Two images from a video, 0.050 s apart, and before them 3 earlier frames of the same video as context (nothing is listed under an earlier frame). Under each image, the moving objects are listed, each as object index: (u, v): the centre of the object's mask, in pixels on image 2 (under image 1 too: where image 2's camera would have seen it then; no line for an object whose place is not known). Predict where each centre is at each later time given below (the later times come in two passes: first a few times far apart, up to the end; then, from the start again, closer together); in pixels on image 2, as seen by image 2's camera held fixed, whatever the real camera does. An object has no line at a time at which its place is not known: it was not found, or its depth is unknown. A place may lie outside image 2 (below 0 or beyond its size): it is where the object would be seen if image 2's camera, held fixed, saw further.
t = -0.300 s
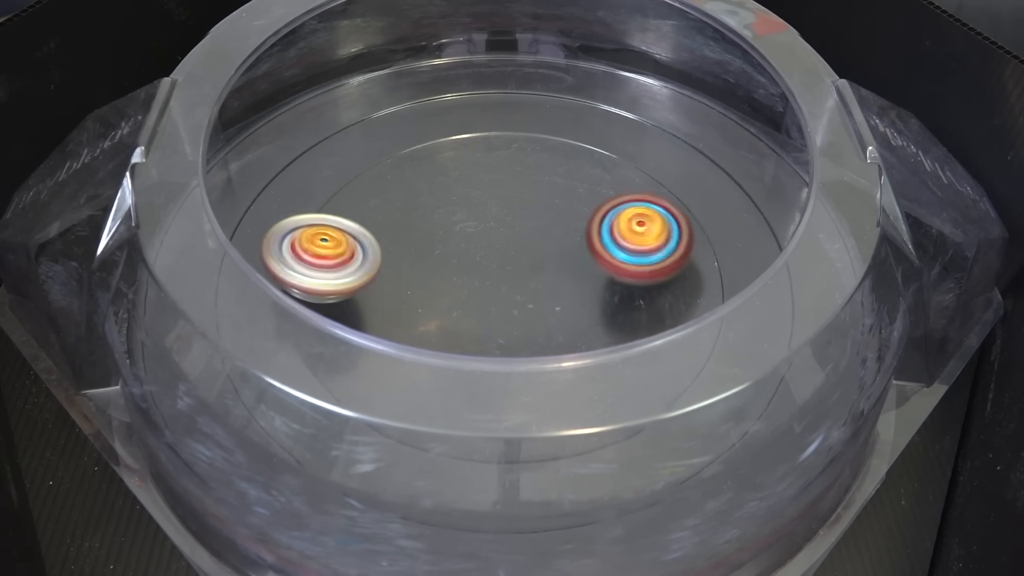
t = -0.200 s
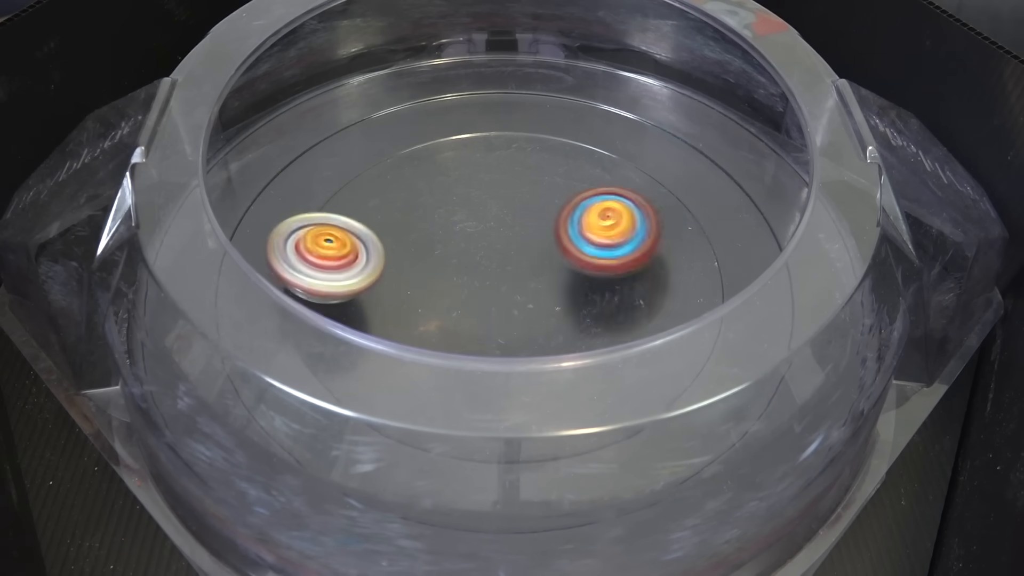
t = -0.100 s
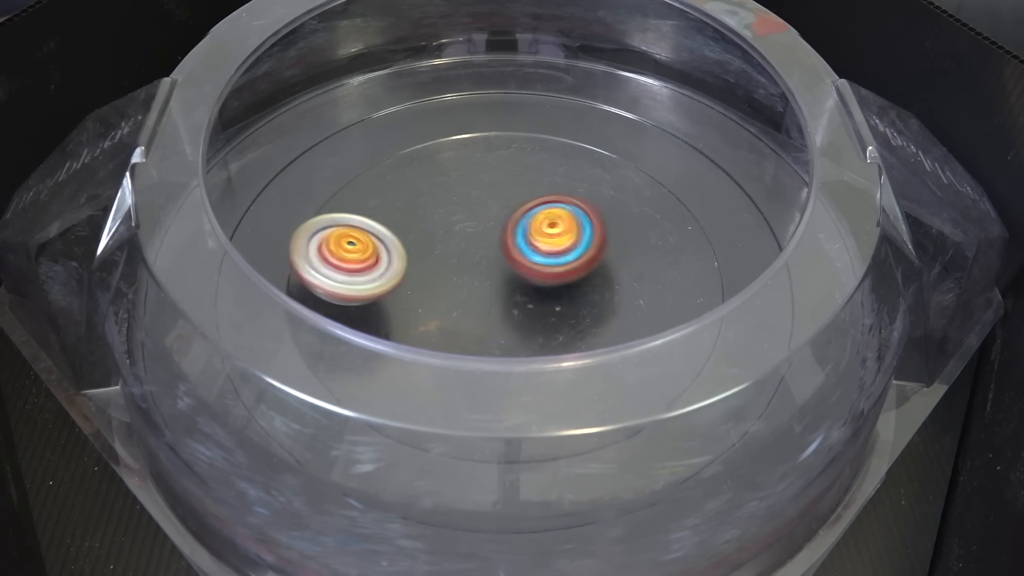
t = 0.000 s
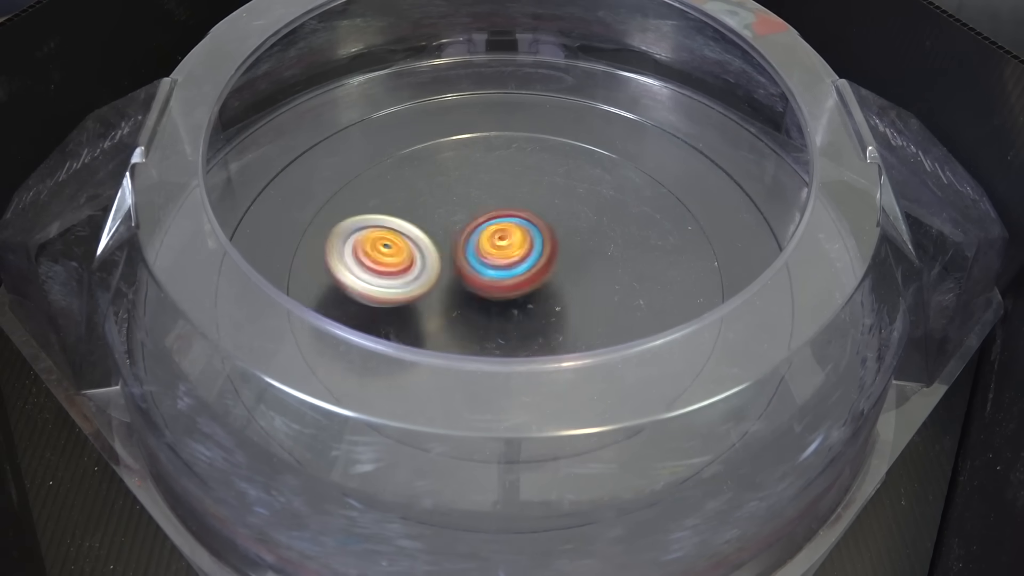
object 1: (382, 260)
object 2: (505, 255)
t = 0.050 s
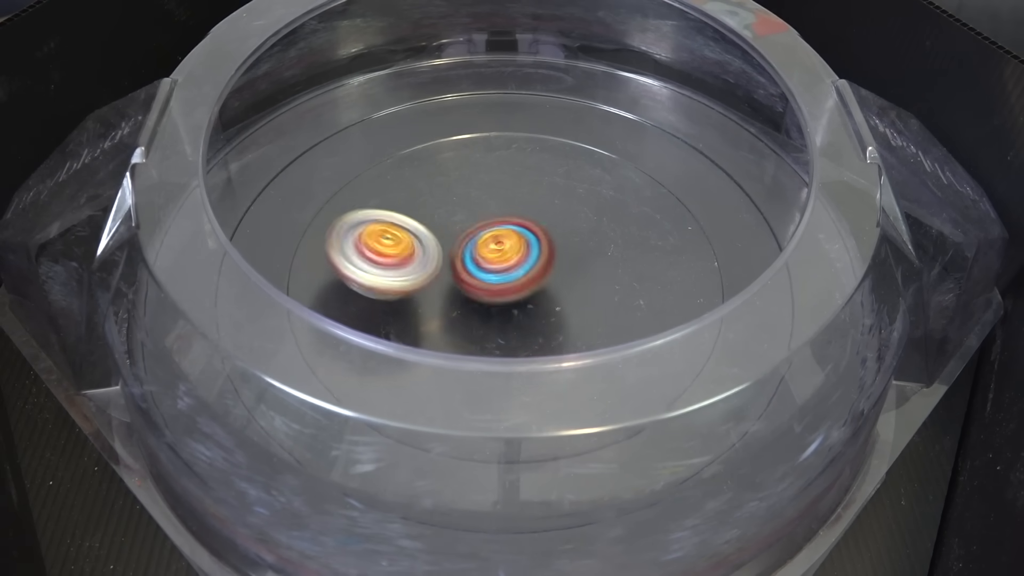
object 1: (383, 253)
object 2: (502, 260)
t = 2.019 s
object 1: (731, 196)
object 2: (459, 278)
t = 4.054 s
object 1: (546, 294)
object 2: (479, 217)
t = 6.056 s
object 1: (401, 291)
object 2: (503, 187)
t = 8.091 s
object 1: (386, 335)
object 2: (625, 190)
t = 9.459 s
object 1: (494, 292)
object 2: (412, 234)
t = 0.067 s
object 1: (375, 251)
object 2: (510, 264)
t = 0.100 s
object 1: (366, 245)
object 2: (521, 271)
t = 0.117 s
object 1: (364, 242)
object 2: (525, 273)
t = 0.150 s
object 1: (362, 239)
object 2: (531, 279)
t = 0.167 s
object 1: (362, 238)
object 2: (532, 280)
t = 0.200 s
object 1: (364, 236)
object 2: (534, 284)
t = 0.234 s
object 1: (367, 234)
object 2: (534, 286)
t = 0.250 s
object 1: (369, 234)
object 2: (534, 288)
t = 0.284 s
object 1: (374, 233)
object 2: (532, 290)
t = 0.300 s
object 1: (377, 232)
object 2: (531, 290)
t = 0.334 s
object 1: (384, 231)
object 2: (528, 290)
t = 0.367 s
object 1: (391, 231)
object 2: (525, 288)
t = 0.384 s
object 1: (395, 231)
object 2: (524, 288)
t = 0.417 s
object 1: (404, 230)
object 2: (522, 283)
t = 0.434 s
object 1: (409, 231)
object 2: (521, 281)
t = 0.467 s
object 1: (418, 231)
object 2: (521, 277)
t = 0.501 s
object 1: (427, 229)
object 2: (526, 273)
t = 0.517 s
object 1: (425, 225)
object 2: (533, 275)
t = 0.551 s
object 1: (423, 216)
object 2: (545, 278)
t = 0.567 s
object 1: (423, 213)
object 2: (548, 279)
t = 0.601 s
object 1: (425, 208)
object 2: (555, 281)
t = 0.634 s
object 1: (428, 206)
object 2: (557, 283)
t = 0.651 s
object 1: (430, 204)
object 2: (558, 283)
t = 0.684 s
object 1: (435, 203)
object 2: (557, 284)
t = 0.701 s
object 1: (438, 203)
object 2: (556, 284)
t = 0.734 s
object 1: (443, 202)
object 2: (552, 285)
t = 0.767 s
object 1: (449, 202)
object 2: (546, 285)
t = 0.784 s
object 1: (452, 203)
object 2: (542, 285)
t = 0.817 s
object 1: (458, 205)
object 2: (534, 285)
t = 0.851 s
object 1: (464, 207)
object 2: (527, 284)
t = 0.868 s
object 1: (466, 208)
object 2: (524, 284)
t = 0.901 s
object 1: (470, 202)
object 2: (521, 288)
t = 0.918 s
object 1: (471, 200)
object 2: (520, 290)
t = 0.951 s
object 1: (476, 197)
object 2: (517, 291)
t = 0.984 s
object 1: (480, 195)
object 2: (514, 292)
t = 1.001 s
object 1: (483, 194)
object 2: (513, 292)
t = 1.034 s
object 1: (487, 194)
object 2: (511, 292)
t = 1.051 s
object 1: (490, 195)
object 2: (510, 291)
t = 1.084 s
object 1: (495, 195)
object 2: (508, 290)
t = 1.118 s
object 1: (499, 196)
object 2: (507, 287)
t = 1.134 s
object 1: (502, 197)
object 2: (506, 286)
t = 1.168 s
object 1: (508, 195)
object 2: (504, 286)
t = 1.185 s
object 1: (511, 194)
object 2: (503, 286)
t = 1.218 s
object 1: (517, 193)
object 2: (501, 286)
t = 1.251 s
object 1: (522, 192)
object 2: (500, 285)
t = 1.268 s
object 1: (524, 192)
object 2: (499, 284)
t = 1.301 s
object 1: (528, 193)
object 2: (499, 283)
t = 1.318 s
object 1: (530, 193)
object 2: (500, 283)
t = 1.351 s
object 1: (534, 195)
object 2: (500, 281)
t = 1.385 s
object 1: (538, 195)
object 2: (498, 282)
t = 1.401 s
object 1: (543, 191)
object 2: (494, 284)
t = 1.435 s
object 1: (551, 187)
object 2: (489, 288)
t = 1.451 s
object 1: (554, 185)
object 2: (488, 289)
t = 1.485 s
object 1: (559, 184)
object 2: (486, 290)
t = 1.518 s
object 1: (564, 183)
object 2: (486, 290)
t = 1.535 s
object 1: (567, 183)
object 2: (487, 290)
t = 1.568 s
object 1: (571, 184)
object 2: (488, 287)
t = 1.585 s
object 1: (573, 185)
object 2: (489, 286)
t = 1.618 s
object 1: (576, 188)
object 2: (491, 282)
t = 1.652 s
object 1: (578, 192)
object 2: (492, 279)
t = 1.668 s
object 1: (579, 194)
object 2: (494, 277)
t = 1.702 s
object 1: (580, 200)
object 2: (496, 274)
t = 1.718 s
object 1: (580, 203)
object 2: (497, 272)
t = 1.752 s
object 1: (584, 209)
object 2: (495, 270)
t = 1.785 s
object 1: (608, 202)
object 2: (473, 274)
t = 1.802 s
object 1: (622, 200)
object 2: (465, 275)
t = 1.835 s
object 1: (644, 197)
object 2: (452, 277)
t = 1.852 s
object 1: (656, 194)
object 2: (448, 278)
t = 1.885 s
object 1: (676, 192)
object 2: (446, 278)
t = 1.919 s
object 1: (691, 189)
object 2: (447, 279)
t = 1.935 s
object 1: (697, 189)
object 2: (448, 279)
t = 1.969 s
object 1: (709, 191)
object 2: (452, 279)
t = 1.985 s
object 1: (716, 192)
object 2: (454, 279)
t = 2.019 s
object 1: (731, 196)
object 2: (459, 278)
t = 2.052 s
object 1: (746, 202)
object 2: (464, 277)
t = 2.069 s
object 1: (753, 205)
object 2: (467, 277)
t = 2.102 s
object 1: (761, 210)
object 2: (471, 275)
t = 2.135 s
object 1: (775, 220)
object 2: (477, 274)
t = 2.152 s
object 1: (775, 226)
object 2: (480, 273)
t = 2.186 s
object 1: (769, 235)
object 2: (485, 272)
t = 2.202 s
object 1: (767, 240)
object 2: (488, 271)
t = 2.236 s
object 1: (765, 251)
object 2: (493, 270)
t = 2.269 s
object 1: (766, 262)
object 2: (498, 269)
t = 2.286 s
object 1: (768, 268)
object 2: (501, 268)
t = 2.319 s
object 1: (773, 283)
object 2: (505, 266)
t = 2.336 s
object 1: (777, 291)
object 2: (507, 266)
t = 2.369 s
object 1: (793, 314)
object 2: (512, 263)
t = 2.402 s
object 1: (791, 323)
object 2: (516, 262)
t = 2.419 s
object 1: (787, 329)
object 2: (518, 261)
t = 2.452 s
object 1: (774, 340)
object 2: (521, 259)
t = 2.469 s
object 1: (767, 344)
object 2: (523, 259)
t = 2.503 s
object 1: (756, 353)
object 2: (526, 257)
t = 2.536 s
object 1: (746, 363)
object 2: (529, 256)
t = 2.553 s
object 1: (741, 368)
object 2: (531, 256)
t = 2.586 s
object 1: (735, 381)
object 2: (533, 255)
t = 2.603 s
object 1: (733, 388)
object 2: (535, 254)
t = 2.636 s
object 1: (731, 404)
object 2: (537, 254)
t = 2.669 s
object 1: (722, 415)
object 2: (539, 253)
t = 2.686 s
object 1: (714, 419)
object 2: (540, 253)
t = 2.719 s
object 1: (699, 421)
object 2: (541, 253)
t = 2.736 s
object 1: (693, 423)
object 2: (542, 253)
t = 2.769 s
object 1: (680, 430)
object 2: (543, 254)
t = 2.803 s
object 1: (669, 437)
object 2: (543, 254)
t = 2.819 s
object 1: (664, 441)
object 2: (543, 255)
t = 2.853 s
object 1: (657, 450)
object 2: (542, 257)
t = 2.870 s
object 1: (654, 454)
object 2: (542, 257)
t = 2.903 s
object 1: (646, 457)
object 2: (542, 258)
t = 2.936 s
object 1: (638, 459)
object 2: (541, 260)
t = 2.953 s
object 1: (634, 458)
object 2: (541, 260)
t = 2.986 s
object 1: (628, 459)
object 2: (540, 262)
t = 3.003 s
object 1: (626, 460)
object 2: (539, 263)
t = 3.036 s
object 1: (620, 465)
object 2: (538, 264)
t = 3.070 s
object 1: (615, 467)
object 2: (538, 266)
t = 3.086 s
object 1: (612, 468)
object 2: (537, 267)
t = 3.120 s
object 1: (607, 470)
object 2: (535, 269)
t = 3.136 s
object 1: (604, 470)
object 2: (535, 270)
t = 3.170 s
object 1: (598, 471)
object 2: (533, 271)
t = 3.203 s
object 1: (592, 471)
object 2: (531, 273)
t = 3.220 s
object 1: (589, 471)
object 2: (530, 274)
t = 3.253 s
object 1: (581, 471)
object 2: (528, 276)
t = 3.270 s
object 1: (577, 470)
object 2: (526, 277)
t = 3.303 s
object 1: (569, 469)
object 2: (524, 278)
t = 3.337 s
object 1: (562, 467)
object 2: (522, 279)
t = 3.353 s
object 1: (557, 466)
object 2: (521, 280)
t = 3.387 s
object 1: (550, 463)
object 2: (518, 281)
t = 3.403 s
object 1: (546, 461)
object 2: (517, 282)
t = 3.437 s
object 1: (538, 457)
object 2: (515, 283)
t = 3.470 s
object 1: (531, 454)
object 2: (512, 284)
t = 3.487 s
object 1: (529, 452)
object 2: (511, 284)
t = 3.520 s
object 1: (523, 446)
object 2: (509, 285)
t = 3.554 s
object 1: (516, 442)
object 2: (506, 285)
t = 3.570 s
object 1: (513, 438)
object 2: (505, 285)
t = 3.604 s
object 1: (508, 432)
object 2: (503, 286)
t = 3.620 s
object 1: (505, 429)
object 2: (501, 286)
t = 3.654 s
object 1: (502, 421)
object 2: (499, 286)
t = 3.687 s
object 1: (503, 408)
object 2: (496, 286)
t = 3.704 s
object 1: (507, 407)
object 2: (495, 286)
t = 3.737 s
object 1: (511, 381)
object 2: (492, 286)
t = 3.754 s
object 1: (514, 372)
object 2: (491, 285)
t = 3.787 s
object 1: (519, 352)
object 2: (487, 279)
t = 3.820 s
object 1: (523, 349)
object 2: (488, 269)
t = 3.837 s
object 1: (525, 346)
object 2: (487, 264)
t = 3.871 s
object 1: (531, 335)
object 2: (489, 253)
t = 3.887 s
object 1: (533, 324)
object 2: (490, 249)
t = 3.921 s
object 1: (538, 317)
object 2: (491, 242)
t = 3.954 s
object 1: (542, 309)
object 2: (491, 236)
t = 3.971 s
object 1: (544, 307)
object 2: (490, 231)
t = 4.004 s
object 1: (546, 302)
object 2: (487, 223)
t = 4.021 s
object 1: (546, 299)
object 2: (484, 221)
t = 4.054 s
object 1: (546, 294)
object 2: (479, 217)
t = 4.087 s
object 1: (545, 289)
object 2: (473, 215)
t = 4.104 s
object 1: (544, 287)
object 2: (471, 214)
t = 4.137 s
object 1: (542, 282)
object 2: (467, 214)
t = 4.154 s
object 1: (541, 279)
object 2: (465, 214)
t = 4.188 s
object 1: (540, 275)
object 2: (462, 213)
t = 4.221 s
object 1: (539, 272)
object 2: (459, 212)
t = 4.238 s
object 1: (539, 270)
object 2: (458, 212)
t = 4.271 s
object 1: (539, 268)
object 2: (456, 211)
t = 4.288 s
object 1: (538, 266)
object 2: (455, 211)
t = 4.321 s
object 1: (544, 269)
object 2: (449, 207)
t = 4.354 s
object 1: (548, 272)
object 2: (444, 202)
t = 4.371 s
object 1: (548, 272)
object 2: (443, 202)
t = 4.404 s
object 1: (549, 272)
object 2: (442, 201)
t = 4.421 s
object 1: (550, 271)
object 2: (442, 201)
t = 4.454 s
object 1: (551, 270)
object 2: (443, 202)
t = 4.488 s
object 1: (551, 268)
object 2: (445, 204)
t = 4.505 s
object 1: (551, 268)
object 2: (446, 206)
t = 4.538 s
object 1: (550, 266)
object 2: (450, 209)
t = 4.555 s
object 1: (550, 265)
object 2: (452, 210)
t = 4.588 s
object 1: (549, 264)
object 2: (456, 214)
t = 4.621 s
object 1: (550, 265)
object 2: (459, 216)
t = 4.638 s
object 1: (552, 266)
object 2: (459, 217)
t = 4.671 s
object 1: (554, 268)
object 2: (461, 219)
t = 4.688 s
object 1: (554, 269)
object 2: (462, 221)
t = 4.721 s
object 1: (556, 270)
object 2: (464, 223)
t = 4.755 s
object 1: (558, 271)
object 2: (467, 225)
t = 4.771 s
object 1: (562, 275)
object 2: (465, 223)
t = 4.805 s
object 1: (571, 283)
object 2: (460, 218)
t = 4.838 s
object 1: (575, 287)
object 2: (459, 218)
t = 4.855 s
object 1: (575, 288)
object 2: (460, 219)
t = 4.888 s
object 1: (575, 290)
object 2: (463, 222)
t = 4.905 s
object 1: (574, 290)
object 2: (464, 224)
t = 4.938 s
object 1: (572, 291)
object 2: (467, 229)
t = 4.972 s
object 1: (570, 291)
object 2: (471, 234)
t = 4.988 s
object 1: (567, 291)
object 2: (474, 236)
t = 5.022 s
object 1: (563, 292)
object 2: (478, 241)
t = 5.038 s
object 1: (567, 297)
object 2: (476, 238)
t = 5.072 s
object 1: (576, 306)
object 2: (467, 229)
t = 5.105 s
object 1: (582, 312)
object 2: (463, 223)
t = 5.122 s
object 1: (583, 314)
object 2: (462, 222)
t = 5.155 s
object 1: (584, 317)
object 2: (462, 224)
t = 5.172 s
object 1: (582, 319)
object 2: (462, 226)
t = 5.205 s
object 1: (580, 321)
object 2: (464, 230)
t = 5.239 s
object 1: (575, 323)
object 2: (466, 234)
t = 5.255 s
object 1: (572, 324)
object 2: (467, 237)
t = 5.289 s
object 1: (567, 324)
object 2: (470, 242)
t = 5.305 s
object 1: (563, 325)
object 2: (472, 244)
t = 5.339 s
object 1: (557, 325)
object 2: (475, 248)
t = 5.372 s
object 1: (550, 323)
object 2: (478, 252)
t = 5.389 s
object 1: (547, 322)
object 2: (480, 254)
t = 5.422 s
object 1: (540, 321)
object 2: (481, 257)
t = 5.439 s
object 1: (541, 323)
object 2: (480, 254)
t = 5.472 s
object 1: (539, 325)
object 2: (478, 245)
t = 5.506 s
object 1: (536, 325)
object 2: (478, 241)
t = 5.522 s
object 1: (534, 326)
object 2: (478, 241)
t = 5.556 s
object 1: (528, 324)
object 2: (478, 242)
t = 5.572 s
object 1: (526, 323)
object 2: (478, 243)
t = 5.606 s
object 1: (518, 321)
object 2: (478, 246)
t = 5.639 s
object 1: (509, 321)
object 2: (481, 243)
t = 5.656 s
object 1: (505, 326)
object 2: (481, 232)
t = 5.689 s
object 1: (487, 332)
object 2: (487, 211)
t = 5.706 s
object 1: (483, 333)
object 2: (489, 202)
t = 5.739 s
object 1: (462, 348)
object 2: (493, 190)
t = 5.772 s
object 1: (447, 351)
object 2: (497, 183)
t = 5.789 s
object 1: (439, 352)
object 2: (499, 181)
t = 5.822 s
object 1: (429, 349)
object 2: (499, 178)
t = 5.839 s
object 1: (423, 347)
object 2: (499, 178)
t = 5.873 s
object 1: (416, 341)
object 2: (499, 177)
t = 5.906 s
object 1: (410, 333)
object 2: (498, 177)
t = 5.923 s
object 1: (409, 320)
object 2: (499, 178)
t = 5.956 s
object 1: (404, 315)
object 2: (500, 179)
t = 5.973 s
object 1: (403, 311)
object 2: (500, 180)
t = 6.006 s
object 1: (401, 305)
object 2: (501, 183)
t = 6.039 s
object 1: (401, 297)
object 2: (503, 186)
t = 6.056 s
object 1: (401, 291)
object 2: (503, 187)
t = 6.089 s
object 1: (403, 280)
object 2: (504, 191)
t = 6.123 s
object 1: (406, 268)
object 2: (506, 196)
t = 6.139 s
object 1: (409, 262)
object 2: (506, 198)
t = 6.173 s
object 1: (412, 250)
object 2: (507, 204)
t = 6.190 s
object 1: (415, 244)
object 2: (507, 206)
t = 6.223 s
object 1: (411, 234)
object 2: (516, 209)
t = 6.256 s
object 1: (406, 225)
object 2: (527, 213)
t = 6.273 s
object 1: (404, 219)
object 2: (530, 215)
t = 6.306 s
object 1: (402, 210)
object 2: (535, 221)
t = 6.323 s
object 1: (402, 206)
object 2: (536, 224)
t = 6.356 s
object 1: (403, 199)
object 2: (536, 231)
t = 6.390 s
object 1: (406, 193)
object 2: (536, 237)
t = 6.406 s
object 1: (408, 191)
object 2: (536, 240)
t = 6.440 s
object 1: (413, 188)
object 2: (535, 249)
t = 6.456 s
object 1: (417, 187)
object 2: (536, 254)
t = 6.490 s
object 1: (424, 187)
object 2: (535, 264)
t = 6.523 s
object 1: (432, 187)
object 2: (535, 276)
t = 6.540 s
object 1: (436, 189)
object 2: (535, 281)
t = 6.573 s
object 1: (445, 191)
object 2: (534, 292)
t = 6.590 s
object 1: (450, 193)
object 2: (534, 298)
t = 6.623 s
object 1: (460, 197)
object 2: (535, 308)
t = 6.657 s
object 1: (470, 200)
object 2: (536, 316)
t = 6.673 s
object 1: (477, 203)
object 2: (537, 318)
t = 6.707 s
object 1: (488, 208)
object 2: (539, 322)
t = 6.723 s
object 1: (497, 211)
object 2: (540, 323)
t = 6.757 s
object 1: (509, 217)
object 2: (540, 325)
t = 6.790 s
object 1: (523, 222)
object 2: (539, 326)
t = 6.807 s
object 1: (531, 225)
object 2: (538, 326)
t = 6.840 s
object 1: (544, 230)
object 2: (536, 326)
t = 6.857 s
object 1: (552, 232)
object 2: (535, 327)
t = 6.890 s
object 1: (565, 237)
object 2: (532, 326)
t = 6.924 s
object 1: (576, 239)
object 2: (530, 325)
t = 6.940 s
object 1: (583, 240)
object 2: (527, 324)
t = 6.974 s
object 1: (593, 242)
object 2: (525, 323)
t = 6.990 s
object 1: (598, 242)
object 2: (522, 322)
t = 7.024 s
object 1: (606, 244)
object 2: (519, 319)
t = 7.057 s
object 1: (613, 245)
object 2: (515, 315)
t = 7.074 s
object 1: (614, 246)
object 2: (513, 313)
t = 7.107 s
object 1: (616, 246)
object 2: (509, 309)
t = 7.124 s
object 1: (615, 248)
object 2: (507, 307)
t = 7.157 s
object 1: (613, 249)
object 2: (502, 301)
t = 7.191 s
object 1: (609, 250)
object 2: (496, 293)
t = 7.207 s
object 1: (608, 251)
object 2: (492, 289)
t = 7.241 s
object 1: (602, 253)
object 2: (485, 281)
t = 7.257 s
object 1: (599, 254)
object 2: (481, 276)
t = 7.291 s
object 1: (593, 257)
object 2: (473, 267)
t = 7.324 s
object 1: (585, 259)
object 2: (464, 258)
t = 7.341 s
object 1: (580, 261)
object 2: (461, 253)
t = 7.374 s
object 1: (569, 264)
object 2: (454, 244)
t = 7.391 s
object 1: (562, 267)
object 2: (452, 240)
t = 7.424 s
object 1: (547, 272)
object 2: (447, 234)
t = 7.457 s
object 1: (532, 278)
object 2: (444, 229)
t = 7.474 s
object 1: (524, 284)
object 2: (442, 226)
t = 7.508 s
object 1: (511, 293)
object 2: (437, 219)
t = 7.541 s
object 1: (497, 303)
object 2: (435, 214)
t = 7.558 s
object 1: (491, 307)
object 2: (434, 213)
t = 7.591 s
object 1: (479, 314)
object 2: (436, 211)
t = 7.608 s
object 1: (475, 315)
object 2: (436, 210)
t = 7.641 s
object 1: (468, 319)
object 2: (439, 209)
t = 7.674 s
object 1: (462, 321)
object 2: (441, 209)
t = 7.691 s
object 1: (459, 322)
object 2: (443, 210)
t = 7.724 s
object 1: (457, 323)
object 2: (446, 211)
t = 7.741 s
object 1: (457, 323)
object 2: (449, 212)
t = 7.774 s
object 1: (456, 322)
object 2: (453, 213)
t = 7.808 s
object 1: (458, 321)
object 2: (459, 216)
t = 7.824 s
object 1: (460, 321)
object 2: (462, 218)
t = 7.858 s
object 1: (462, 318)
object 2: (468, 221)
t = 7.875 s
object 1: (464, 317)
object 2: (470, 223)
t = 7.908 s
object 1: (468, 315)
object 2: (479, 227)
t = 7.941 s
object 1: (473, 312)
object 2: (488, 230)
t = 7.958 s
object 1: (472, 311)
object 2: (495, 233)
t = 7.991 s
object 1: (445, 316)
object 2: (531, 224)
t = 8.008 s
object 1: (433, 319)
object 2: (549, 215)
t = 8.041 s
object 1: (415, 321)
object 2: (584, 204)
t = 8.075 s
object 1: (391, 335)
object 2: (612, 195)
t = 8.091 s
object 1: (386, 335)
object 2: (625, 190)
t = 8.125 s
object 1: (375, 334)
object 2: (648, 184)
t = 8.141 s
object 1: (374, 332)
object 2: (656, 183)
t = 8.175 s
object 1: (370, 329)
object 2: (671, 181)
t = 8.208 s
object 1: (368, 324)
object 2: (679, 180)
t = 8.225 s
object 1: (370, 322)
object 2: (682, 183)
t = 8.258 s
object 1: (372, 316)
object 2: (687, 187)
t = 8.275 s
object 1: (376, 306)
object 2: (690, 189)
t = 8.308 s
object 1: (382, 302)
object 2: (695, 196)
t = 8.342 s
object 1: (388, 297)
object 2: (697, 206)
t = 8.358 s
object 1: (394, 295)
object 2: (698, 210)
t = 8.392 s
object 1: (405, 290)
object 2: (695, 217)
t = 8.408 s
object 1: (412, 287)
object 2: (691, 221)
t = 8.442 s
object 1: (425, 281)
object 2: (684, 229)
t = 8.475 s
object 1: (441, 277)
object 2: (673, 238)
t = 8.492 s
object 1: (449, 273)
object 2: (669, 243)
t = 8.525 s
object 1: (467, 266)
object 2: (654, 254)
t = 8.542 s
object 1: (477, 262)
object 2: (644, 261)
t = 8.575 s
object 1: (495, 255)
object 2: (627, 272)
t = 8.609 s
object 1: (513, 247)
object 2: (607, 284)
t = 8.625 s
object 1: (520, 242)
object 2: (599, 288)
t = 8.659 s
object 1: (534, 232)
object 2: (579, 302)
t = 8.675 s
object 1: (541, 226)
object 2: (567, 309)
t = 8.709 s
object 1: (556, 219)
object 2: (546, 319)
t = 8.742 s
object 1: (567, 211)
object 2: (524, 326)
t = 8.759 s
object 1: (574, 210)
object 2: (513, 329)
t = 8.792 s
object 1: (585, 207)
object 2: (491, 332)
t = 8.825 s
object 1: (595, 207)
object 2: (472, 334)
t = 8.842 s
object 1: (599, 207)
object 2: (461, 335)
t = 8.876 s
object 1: (608, 207)
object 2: (444, 335)
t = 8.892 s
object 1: (612, 209)
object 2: (426, 346)
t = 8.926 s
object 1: (616, 211)
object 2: (406, 347)
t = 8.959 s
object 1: (620, 215)
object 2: (383, 353)
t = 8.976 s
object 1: (621, 219)
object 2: (378, 350)
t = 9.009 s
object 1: (623, 225)
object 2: (363, 348)
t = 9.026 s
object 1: (622, 229)
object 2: (356, 348)
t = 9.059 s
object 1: (619, 237)
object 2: (348, 343)
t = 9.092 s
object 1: (613, 246)
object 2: (341, 338)
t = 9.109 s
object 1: (608, 251)
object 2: (339, 338)
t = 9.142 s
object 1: (599, 260)
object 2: (342, 327)
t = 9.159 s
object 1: (591, 266)
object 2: (338, 324)
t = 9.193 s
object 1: (578, 274)
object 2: (342, 313)
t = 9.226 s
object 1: (560, 282)
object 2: (349, 299)
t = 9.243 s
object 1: (553, 285)
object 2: (352, 297)
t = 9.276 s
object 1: (534, 291)
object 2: (358, 292)
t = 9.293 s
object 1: (525, 293)
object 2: (364, 289)
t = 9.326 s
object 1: (507, 295)
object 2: (373, 283)
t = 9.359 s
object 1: (494, 295)
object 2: (383, 273)
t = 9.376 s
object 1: (493, 295)
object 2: (386, 266)
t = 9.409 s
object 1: (494, 294)
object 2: (393, 252)
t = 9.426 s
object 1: (496, 294)
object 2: (398, 246)
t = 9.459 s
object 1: (494, 292)
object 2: (412, 234)
